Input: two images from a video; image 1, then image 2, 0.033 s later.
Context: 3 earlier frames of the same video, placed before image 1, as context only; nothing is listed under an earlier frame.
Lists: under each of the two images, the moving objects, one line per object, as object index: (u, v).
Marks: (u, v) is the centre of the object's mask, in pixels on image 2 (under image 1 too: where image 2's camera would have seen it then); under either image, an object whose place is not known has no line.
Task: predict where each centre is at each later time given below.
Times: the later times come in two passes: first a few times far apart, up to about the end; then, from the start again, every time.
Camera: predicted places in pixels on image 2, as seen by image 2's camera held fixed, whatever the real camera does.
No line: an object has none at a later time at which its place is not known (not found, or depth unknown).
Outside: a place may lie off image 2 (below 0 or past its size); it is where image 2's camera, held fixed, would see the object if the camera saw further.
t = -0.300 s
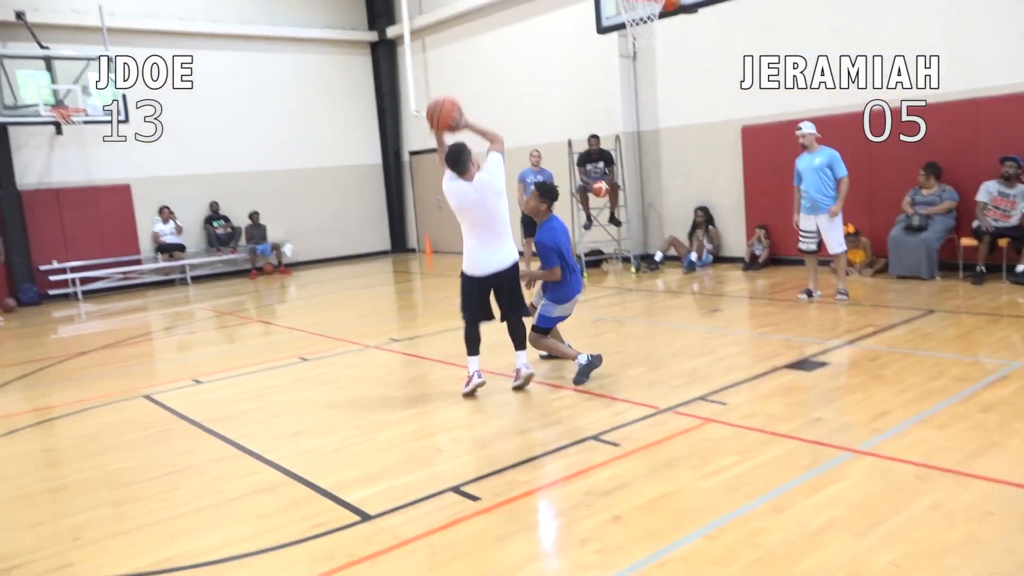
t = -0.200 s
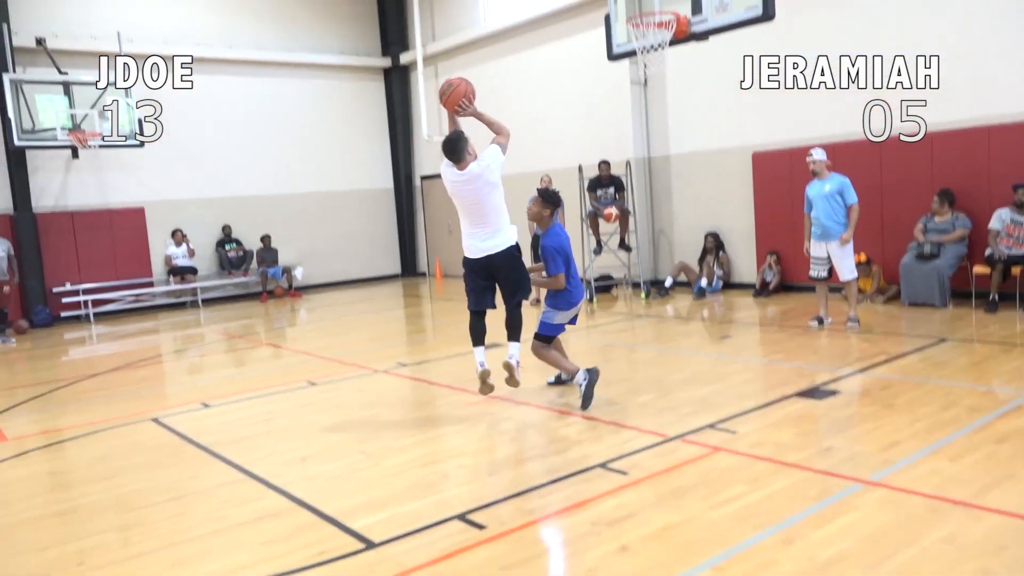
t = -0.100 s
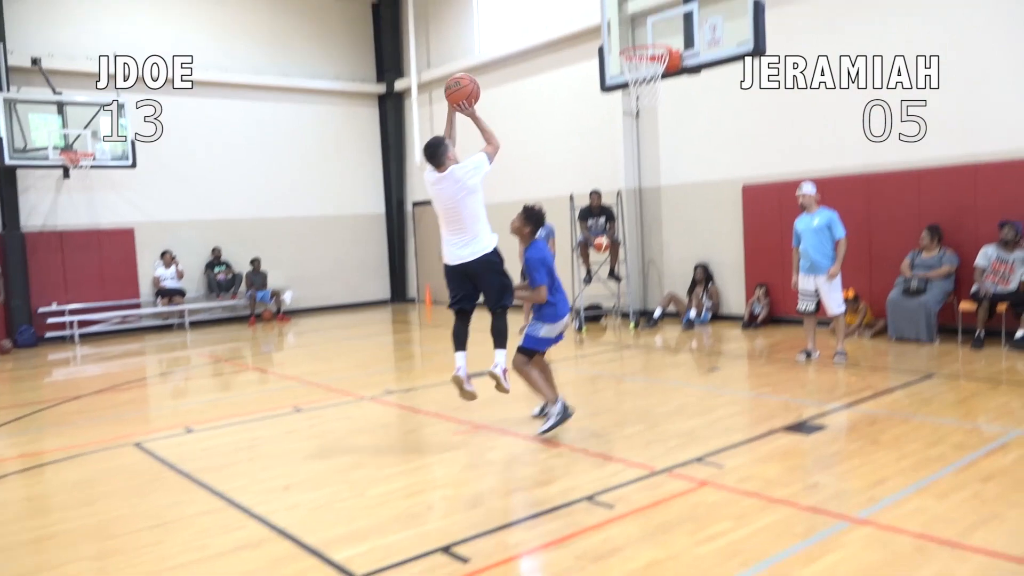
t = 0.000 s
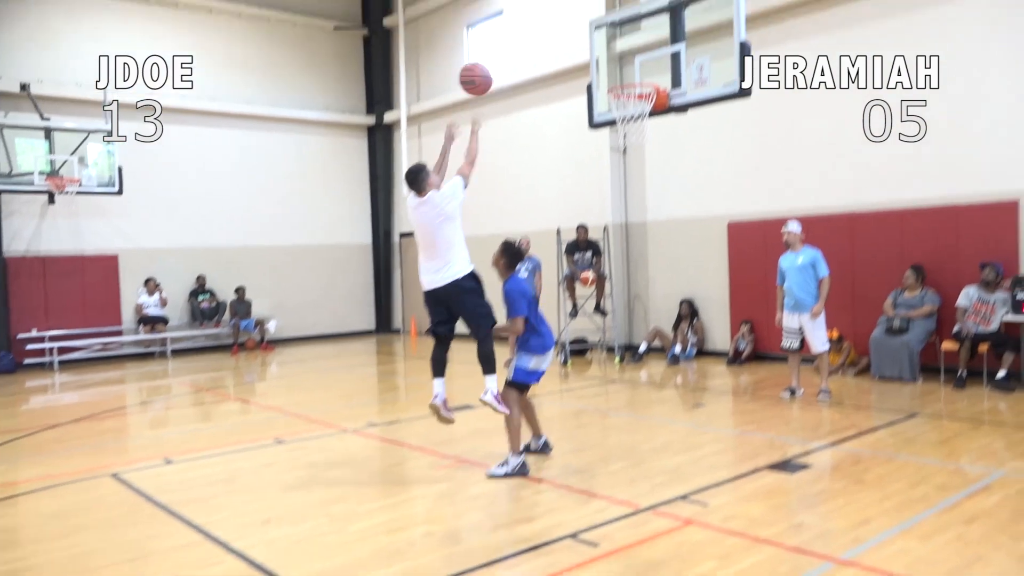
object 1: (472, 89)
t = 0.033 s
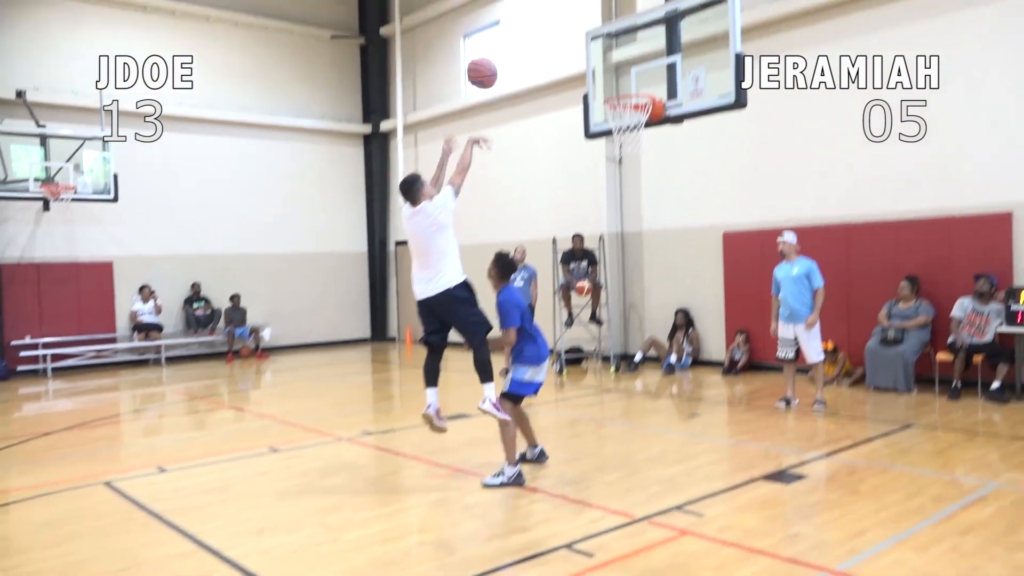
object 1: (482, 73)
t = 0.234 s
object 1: (536, 21)
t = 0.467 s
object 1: (589, 29)
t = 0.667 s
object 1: (626, 78)
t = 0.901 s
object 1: (604, 75)
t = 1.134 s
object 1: (569, 84)
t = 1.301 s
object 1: (546, 121)
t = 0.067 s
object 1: (492, 60)
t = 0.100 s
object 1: (502, 49)
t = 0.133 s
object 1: (511, 39)
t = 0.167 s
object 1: (519, 31)
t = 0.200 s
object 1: (528, 25)
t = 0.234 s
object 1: (536, 21)
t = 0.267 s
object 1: (544, 17)
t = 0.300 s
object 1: (551, 16)
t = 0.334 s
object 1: (559, 16)
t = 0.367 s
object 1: (567, 17)
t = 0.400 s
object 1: (574, 20)
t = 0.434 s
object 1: (582, 24)
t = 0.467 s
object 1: (589, 29)
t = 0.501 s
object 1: (595, 35)
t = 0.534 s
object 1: (602, 41)
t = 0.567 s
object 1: (609, 49)
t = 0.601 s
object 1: (615, 58)
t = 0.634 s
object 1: (621, 69)
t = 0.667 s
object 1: (626, 78)
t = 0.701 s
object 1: (633, 88)
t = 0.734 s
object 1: (631, 95)
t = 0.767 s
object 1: (626, 91)
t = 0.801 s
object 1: (620, 87)
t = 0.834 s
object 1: (615, 83)
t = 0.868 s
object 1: (610, 78)
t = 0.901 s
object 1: (604, 75)
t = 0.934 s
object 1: (599, 73)
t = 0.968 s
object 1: (593, 72)
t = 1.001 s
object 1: (588, 72)
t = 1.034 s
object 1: (583, 74)
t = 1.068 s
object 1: (578, 76)
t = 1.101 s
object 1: (574, 80)
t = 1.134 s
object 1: (569, 84)
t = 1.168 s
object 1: (563, 90)
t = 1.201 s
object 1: (559, 96)
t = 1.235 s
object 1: (554, 104)
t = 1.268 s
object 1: (550, 112)
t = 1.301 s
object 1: (546, 121)
